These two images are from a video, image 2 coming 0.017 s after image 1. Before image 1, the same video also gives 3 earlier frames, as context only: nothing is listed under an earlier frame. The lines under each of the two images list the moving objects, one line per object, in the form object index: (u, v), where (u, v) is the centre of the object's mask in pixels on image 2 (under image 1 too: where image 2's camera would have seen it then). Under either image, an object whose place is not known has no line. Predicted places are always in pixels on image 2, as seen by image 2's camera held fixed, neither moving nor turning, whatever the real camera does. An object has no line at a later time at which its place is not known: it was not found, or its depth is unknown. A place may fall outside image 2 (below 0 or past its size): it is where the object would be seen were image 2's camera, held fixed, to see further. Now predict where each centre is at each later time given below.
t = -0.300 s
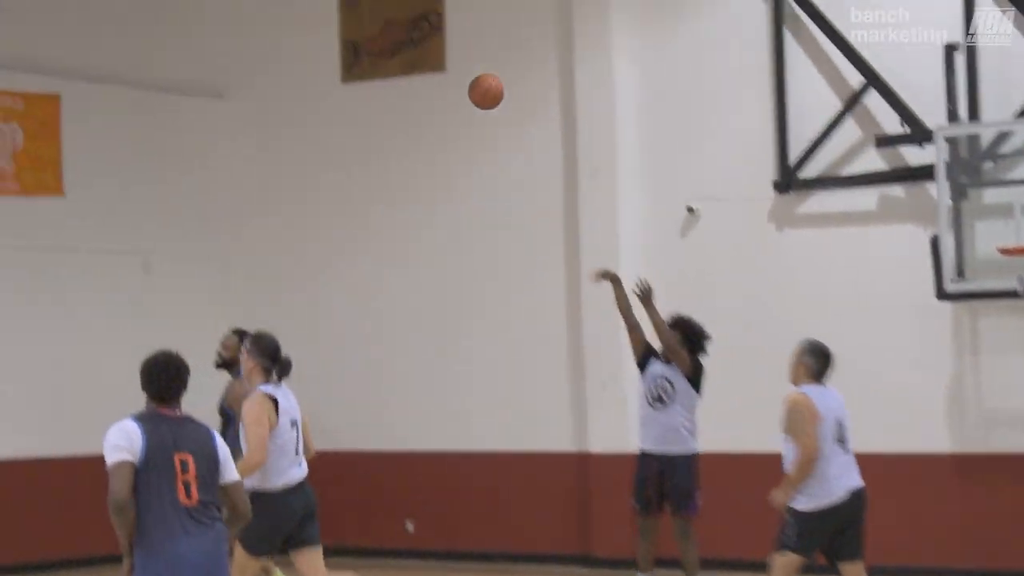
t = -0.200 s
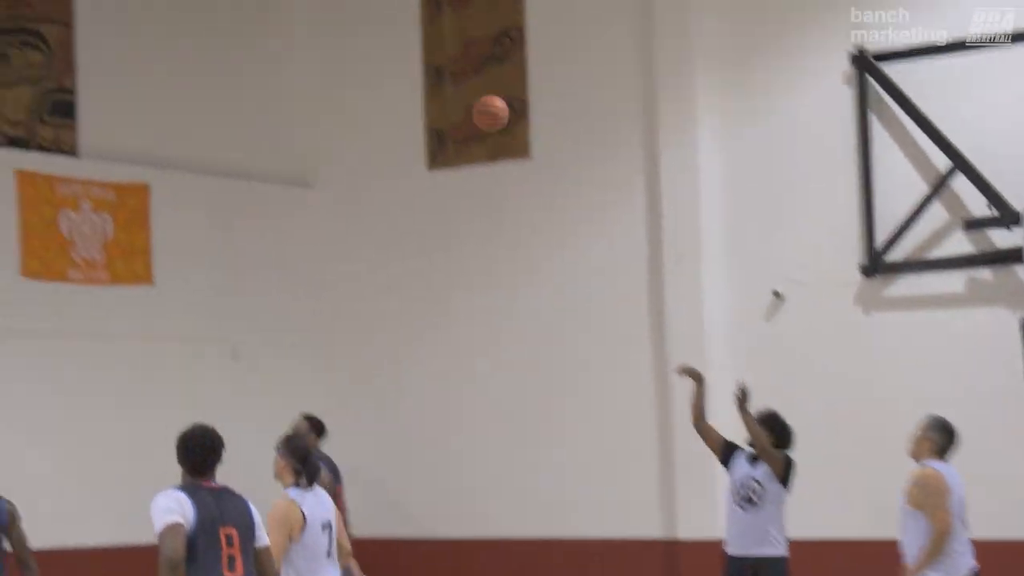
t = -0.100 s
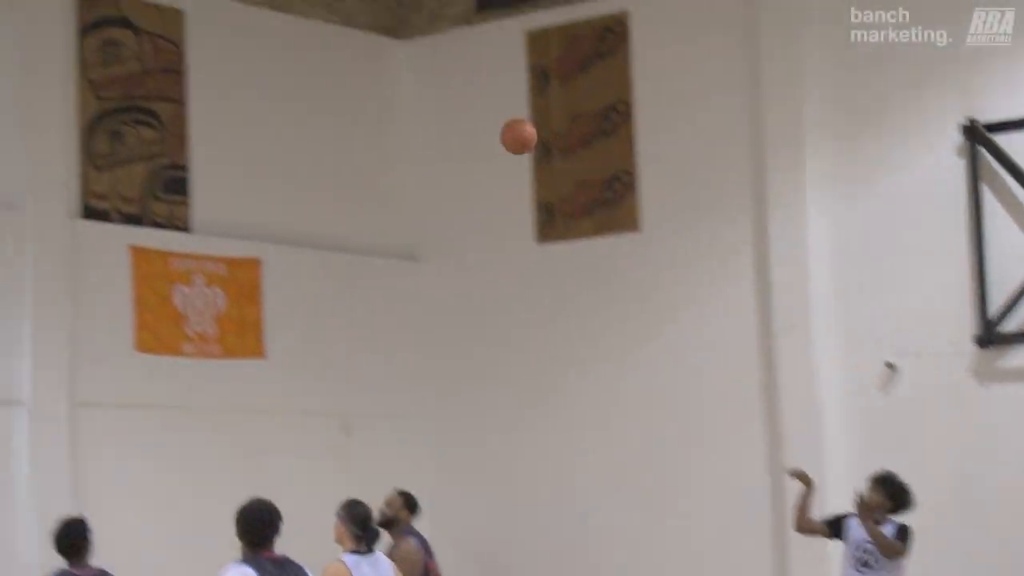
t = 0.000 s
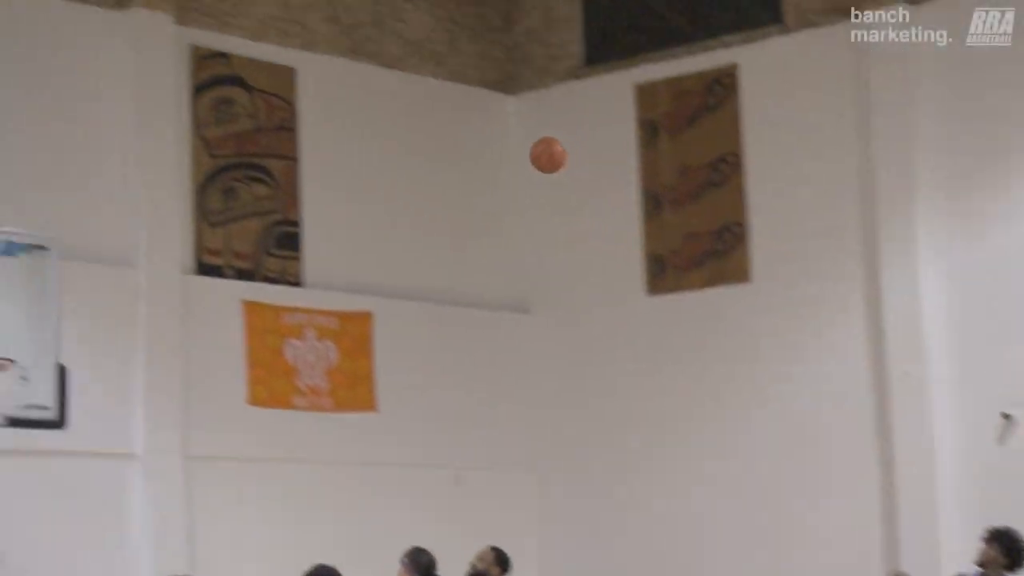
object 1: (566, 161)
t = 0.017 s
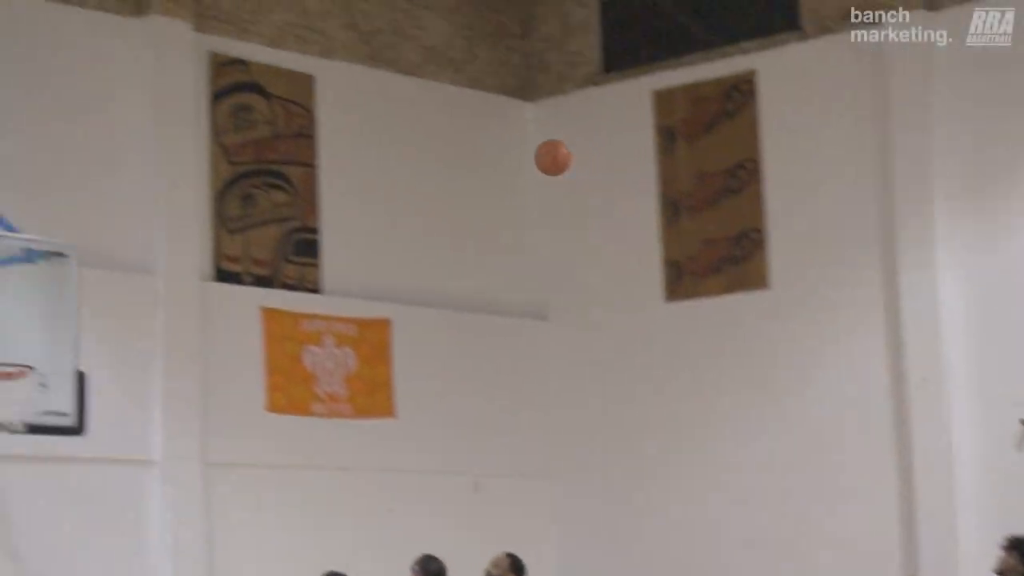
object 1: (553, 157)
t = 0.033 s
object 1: (540, 154)
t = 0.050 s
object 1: (526, 151)
